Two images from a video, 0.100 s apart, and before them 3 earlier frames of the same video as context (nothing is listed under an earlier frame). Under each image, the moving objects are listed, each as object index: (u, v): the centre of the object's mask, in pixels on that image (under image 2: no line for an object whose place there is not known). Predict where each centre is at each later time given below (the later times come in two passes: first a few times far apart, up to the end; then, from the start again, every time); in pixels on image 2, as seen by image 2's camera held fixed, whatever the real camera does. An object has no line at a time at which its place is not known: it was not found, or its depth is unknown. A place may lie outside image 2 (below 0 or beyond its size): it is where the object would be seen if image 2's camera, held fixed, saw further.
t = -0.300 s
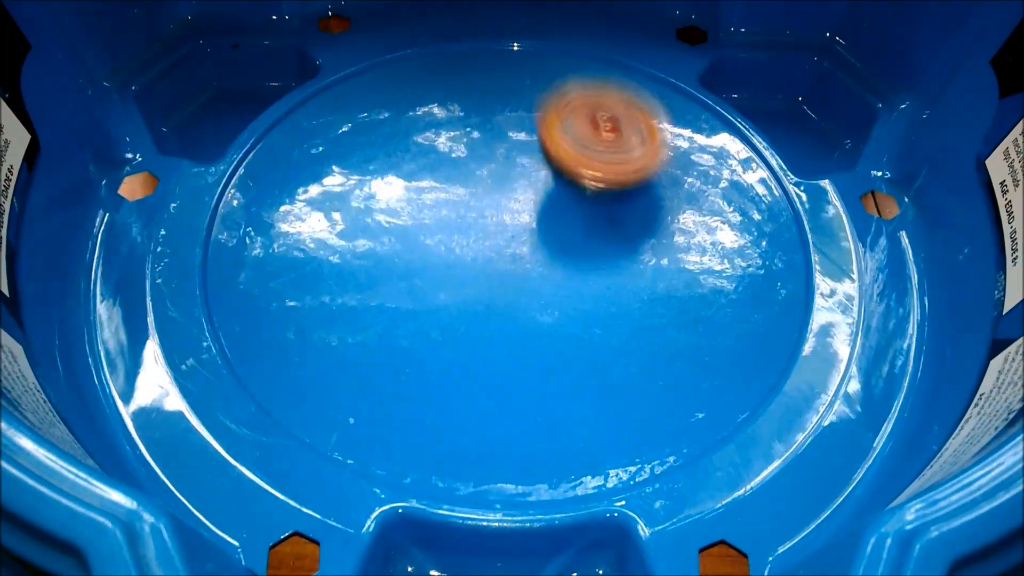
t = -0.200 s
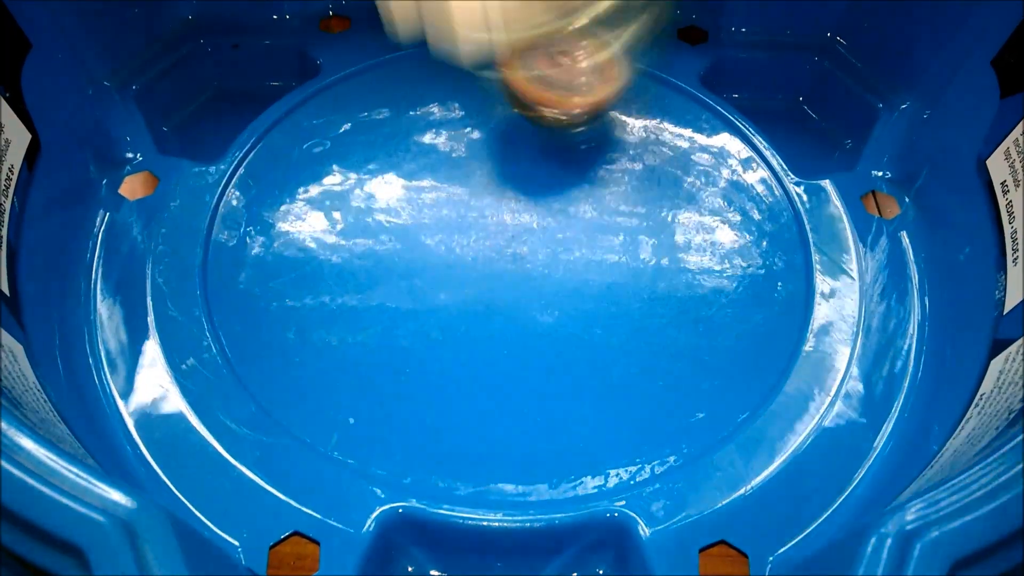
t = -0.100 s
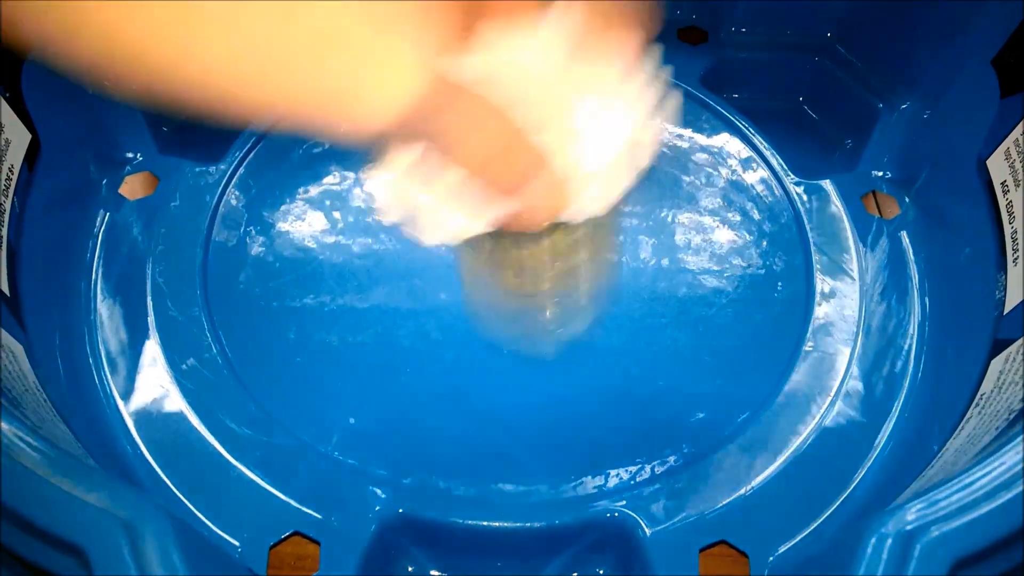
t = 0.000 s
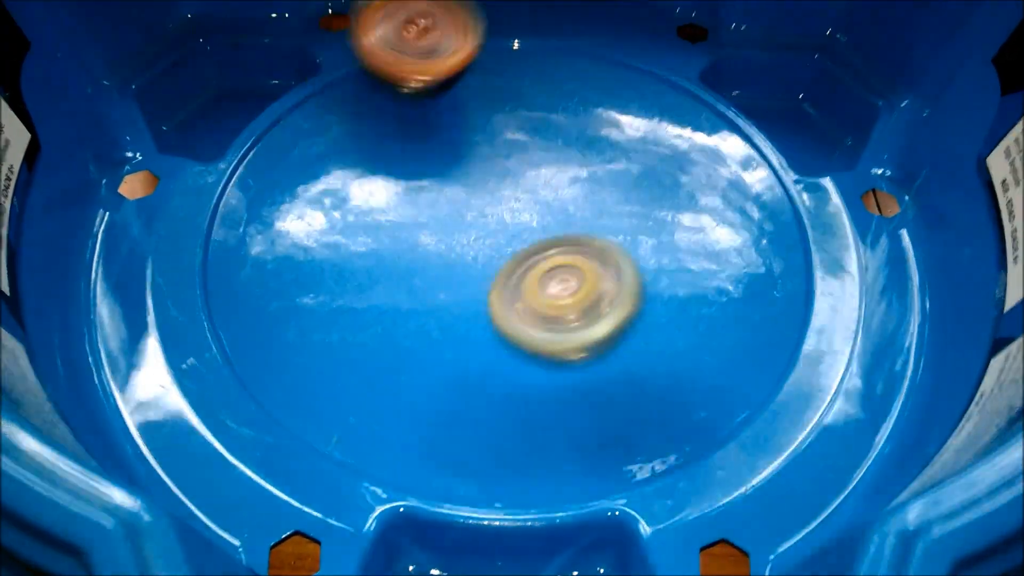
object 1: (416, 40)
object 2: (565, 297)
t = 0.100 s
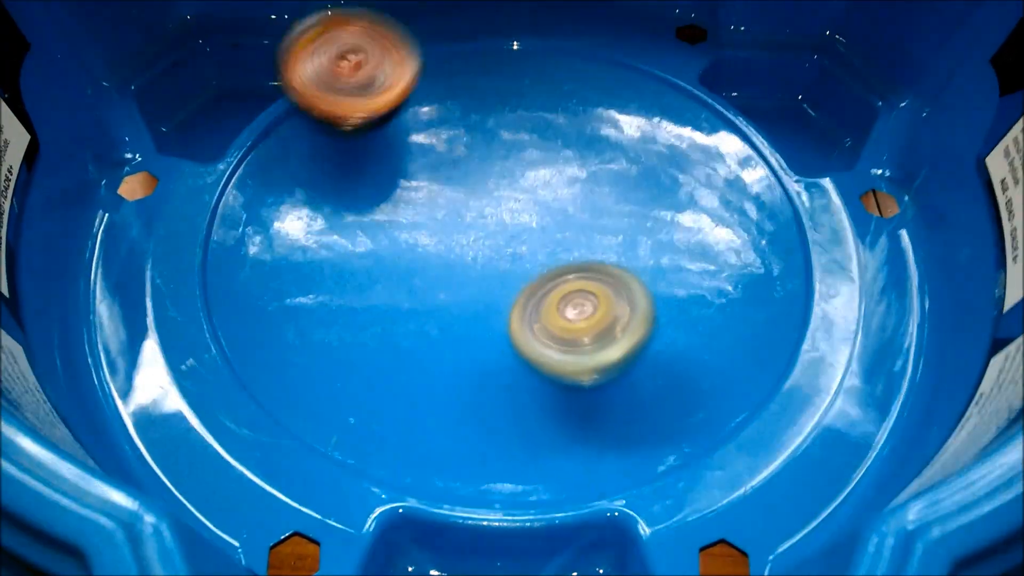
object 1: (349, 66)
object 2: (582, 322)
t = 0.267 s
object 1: (332, 191)
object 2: (591, 330)
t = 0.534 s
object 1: (513, 160)
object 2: (676, 408)
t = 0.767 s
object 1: (477, 39)
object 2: (601, 273)
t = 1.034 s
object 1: (347, 100)
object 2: (319, 324)
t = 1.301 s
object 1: (534, 252)
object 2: (439, 371)
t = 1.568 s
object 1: (718, 170)
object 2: (442, 270)
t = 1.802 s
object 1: (659, 78)
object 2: (212, 242)
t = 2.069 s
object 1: (480, 175)
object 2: (389, 309)
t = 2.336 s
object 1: (566, 199)
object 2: (343, 341)
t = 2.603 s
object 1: (589, 184)
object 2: (389, 204)
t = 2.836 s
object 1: (547, 205)
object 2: (299, 136)
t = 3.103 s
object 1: (549, 270)
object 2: (348, 279)
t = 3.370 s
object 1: (690, 244)
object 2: (521, 146)
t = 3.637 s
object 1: (583, 170)
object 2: (357, 42)
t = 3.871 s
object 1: (472, 221)
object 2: (314, 296)
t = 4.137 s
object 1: (537, 261)
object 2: (684, 364)
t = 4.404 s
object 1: (546, 202)
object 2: (729, 101)
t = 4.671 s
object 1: (467, 192)
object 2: (394, 82)
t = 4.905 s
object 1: (452, 242)
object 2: (255, 323)
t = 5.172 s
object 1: (522, 264)
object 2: (676, 402)
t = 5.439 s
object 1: (544, 203)
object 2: (664, 142)
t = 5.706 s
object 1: (442, 198)
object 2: (381, 54)
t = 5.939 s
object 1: (418, 263)
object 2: (211, 239)
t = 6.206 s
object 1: (528, 258)
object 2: (539, 406)
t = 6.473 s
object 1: (561, 162)
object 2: (730, 204)
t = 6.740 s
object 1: (452, 133)
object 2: (554, 41)
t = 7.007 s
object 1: (370, 251)
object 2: (324, 103)
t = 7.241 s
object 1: (443, 376)
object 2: (388, 262)
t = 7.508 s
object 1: (600, 397)
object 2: (599, 167)
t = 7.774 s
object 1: (628, 292)
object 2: (473, 66)
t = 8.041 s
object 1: (537, 189)
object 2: (425, 259)
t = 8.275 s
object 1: (467, 124)
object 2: (646, 341)
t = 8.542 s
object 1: (393, 111)
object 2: (676, 180)
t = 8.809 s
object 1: (304, 166)
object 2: (527, 184)
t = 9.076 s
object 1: (245, 250)
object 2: (598, 297)
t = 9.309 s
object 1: (363, 302)
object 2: (596, 232)
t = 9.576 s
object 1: (498, 299)
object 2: (462, 183)
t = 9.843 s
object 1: (604, 247)
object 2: (439, 238)
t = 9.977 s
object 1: (630, 205)
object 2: (481, 252)
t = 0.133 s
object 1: (332, 84)
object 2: (586, 322)
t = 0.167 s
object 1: (321, 107)
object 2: (589, 321)
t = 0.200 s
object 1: (317, 133)
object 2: (591, 322)
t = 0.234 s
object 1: (320, 162)
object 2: (592, 324)
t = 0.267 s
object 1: (332, 191)
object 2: (591, 330)
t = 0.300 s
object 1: (353, 217)
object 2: (590, 337)
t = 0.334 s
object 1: (384, 244)
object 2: (588, 345)
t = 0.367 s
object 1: (417, 261)
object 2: (587, 355)
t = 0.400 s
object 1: (454, 273)
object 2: (587, 365)
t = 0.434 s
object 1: (482, 263)
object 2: (617, 409)
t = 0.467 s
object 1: (493, 226)
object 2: (651, 418)
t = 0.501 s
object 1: (504, 192)
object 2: (666, 404)
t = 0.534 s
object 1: (513, 160)
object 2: (676, 408)
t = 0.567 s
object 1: (518, 132)
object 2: (679, 397)
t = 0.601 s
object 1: (520, 109)
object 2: (675, 377)
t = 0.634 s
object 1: (518, 89)
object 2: (668, 350)
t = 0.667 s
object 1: (512, 71)
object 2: (657, 326)
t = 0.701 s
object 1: (503, 56)
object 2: (643, 305)
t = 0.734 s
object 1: (491, 46)
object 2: (625, 287)
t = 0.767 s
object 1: (477, 39)
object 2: (601, 273)
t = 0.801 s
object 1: (460, 35)
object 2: (574, 264)
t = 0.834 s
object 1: (442, 34)
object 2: (544, 258)
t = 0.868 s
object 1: (421, 35)
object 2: (510, 258)
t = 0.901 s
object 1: (400, 39)
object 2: (473, 263)
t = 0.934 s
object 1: (380, 46)
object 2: (435, 271)
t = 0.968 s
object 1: (363, 58)
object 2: (394, 285)
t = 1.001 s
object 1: (351, 77)
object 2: (355, 303)
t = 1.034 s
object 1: (347, 100)
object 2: (319, 324)
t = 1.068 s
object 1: (351, 126)
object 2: (285, 350)
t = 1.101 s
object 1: (361, 151)
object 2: (271, 369)
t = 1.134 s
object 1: (378, 178)
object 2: (290, 371)
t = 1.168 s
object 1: (403, 200)
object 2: (319, 382)
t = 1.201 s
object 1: (435, 220)
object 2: (349, 383)
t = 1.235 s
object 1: (467, 236)
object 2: (382, 382)
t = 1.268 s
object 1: (500, 247)
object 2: (412, 377)
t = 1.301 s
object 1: (534, 252)
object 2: (439, 371)
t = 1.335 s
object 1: (567, 253)
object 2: (461, 364)
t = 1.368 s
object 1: (598, 250)
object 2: (478, 354)
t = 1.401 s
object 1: (624, 243)
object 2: (488, 342)
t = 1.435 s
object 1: (650, 232)
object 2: (492, 329)
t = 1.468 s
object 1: (672, 221)
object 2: (488, 314)
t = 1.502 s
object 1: (691, 206)
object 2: (479, 299)
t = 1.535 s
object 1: (704, 192)
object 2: (464, 285)
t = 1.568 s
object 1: (718, 170)
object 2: (442, 270)
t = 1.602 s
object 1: (724, 152)
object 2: (418, 258)
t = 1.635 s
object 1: (724, 136)
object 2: (390, 247)
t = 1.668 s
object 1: (721, 121)
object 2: (356, 240)
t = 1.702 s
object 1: (712, 106)
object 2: (319, 233)
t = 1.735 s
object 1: (699, 95)
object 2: (284, 232)
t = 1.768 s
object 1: (681, 85)
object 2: (243, 235)
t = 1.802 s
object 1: (659, 78)
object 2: (212, 242)
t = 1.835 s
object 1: (633, 76)
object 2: (212, 249)
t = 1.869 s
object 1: (607, 77)
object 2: (236, 269)
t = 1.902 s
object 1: (581, 83)
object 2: (259, 279)
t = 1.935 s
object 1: (556, 94)
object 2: (286, 294)
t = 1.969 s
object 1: (532, 110)
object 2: (313, 306)
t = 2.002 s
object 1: (512, 130)
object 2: (340, 312)
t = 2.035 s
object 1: (494, 153)
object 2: (365, 314)
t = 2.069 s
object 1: (480, 175)
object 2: (389, 309)
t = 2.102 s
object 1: (472, 198)
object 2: (403, 305)
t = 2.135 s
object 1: (487, 196)
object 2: (383, 322)
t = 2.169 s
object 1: (505, 195)
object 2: (363, 333)
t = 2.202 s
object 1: (519, 197)
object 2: (344, 338)
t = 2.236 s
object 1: (533, 199)
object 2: (332, 340)
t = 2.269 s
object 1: (545, 201)
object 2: (329, 343)
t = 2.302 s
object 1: (556, 201)
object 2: (332, 343)
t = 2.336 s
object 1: (566, 199)
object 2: (343, 341)
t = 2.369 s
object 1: (575, 198)
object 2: (356, 334)
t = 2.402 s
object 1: (583, 196)
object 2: (370, 321)
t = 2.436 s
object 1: (589, 191)
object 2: (380, 304)
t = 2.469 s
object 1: (593, 190)
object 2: (389, 285)
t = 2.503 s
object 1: (594, 188)
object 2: (394, 265)
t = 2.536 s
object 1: (594, 187)
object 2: (395, 244)
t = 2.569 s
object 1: (592, 185)
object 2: (394, 223)
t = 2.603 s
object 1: (589, 184)
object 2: (389, 204)
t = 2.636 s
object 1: (582, 182)
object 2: (380, 187)
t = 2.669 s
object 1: (576, 182)
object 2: (369, 171)
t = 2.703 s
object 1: (567, 185)
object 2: (358, 159)
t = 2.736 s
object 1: (561, 190)
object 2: (344, 148)
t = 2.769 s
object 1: (556, 193)
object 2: (330, 140)
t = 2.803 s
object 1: (550, 200)
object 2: (314, 137)
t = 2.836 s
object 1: (547, 205)
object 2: (299, 136)
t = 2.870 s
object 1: (541, 212)
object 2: (284, 139)
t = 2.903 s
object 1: (538, 221)
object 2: (272, 148)
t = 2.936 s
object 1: (536, 231)
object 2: (261, 162)
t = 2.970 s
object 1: (536, 240)
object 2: (255, 182)
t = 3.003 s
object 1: (537, 249)
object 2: (259, 208)
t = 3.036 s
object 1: (540, 258)
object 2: (280, 239)
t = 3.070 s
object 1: (544, 264)
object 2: (307, 260)
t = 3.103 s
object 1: (549, 270)
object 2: (348, 279)
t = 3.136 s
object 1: (555, 275)
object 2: (392, 288)
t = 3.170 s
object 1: (583, 280)
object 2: (417, 284)
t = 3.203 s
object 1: (612, 282)
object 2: (438, 273)
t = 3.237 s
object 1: (634, 280)
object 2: (463, 256)
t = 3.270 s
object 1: (652, 274)
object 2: (487, 233)
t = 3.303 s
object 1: (668, 266)
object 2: (506, 205)
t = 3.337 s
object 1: (680, 256)
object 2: (518, 177)
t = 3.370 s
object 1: (690, 244)
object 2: (521, 146)
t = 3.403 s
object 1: (692, 231)
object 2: (517, 117)
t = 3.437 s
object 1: (687, 219)
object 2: (507, 94)
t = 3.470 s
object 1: (680, 206)
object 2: (492, 71)
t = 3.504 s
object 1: (667, 194)
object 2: (471, 52)
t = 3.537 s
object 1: (648, 186)
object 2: (446, 39)
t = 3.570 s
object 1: (628, 179)
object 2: (418, 32)
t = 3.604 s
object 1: (607, 173)
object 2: (387, 32)
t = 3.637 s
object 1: (583, 170)
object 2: (357, 42)
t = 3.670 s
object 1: (560, 171)
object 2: (328, 61)
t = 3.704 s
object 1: (537, 175)
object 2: (302, 89)
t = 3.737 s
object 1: (517, 182)
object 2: (286, 128)
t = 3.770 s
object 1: (495, 193)
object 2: (282, 169)
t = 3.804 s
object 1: (477, 202)
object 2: (294, 211)
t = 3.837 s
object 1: (464, 212)
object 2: (312, 256)
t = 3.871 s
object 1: (472, 221)
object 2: (314, 296)
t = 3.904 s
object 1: (477, 234)
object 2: (328, 327)
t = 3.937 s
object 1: (484, 242)
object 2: (361, 355)
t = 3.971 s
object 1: (490, 250)
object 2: (403, 373)
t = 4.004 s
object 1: (497, 257)
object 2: (457, 384)
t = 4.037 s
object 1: (506, 263)
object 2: (511, 388)
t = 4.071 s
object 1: (516, 265)
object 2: (570, 386)
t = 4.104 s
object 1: (527, 264)
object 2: (628, 380)
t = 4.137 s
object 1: (537, 261)
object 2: (684, 364)
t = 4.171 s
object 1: (545, 256)
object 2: (724, 341)
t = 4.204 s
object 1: (552, 250)
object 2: (759, 312)
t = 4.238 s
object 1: (557, 242)
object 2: (785, 276)
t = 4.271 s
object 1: (559, 235)
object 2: (797, 237)
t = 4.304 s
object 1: (559, 226)
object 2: (796, 198)
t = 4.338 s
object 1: (557, 217)
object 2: (783, 162)
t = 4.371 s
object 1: (552, 210)
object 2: (760, 129)
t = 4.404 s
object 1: (546, 202)
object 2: (729, 101)
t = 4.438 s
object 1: (538, 197)
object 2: (694, 81)
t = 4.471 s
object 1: (532, 191)
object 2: (654, 64)
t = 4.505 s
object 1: (522, 188)
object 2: (609, 54)
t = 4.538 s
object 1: (511, 185)
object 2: (565, 48)
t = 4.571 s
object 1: (499, 185)
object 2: (521, 49)
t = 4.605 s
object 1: (488, 186)
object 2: (477, 55)
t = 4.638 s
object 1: (477, 188)
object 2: (434, 66)
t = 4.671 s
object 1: (467, 192)
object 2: (394, 82)
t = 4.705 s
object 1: (460, 197)
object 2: (357, 103)
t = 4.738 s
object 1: (455, 205)
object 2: (324, 128)
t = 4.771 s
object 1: (450, 212)
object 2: (293, 160)
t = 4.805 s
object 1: (447, 219)
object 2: (269, 196)
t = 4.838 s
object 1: (447, 227)
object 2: (252, 238)
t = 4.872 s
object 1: (449, 235)
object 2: (246, 280)
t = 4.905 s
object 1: (452, 242)
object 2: (255, 323)
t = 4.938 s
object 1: (456, 248)
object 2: (278, 363)
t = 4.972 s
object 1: (463, 255)
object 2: (317, 402)
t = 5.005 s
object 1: (470, 259)
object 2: (376, 428)
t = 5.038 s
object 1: (479, 263)
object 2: (443, 441)
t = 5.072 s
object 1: (490, 266)
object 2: (508, 445)
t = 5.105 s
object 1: (500, 267)
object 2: (571, 441)
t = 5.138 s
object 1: (512, 266)
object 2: (628, 426)
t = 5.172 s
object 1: (522, 264)
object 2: (676, 402)
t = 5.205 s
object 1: (531, 259)
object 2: (714, 372)
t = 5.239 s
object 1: (539, 252)
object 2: (737, 339)
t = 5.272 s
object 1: (545, 245)
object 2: (749, 302)
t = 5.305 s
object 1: (548, 237)
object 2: (749, 265)
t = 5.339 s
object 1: (550, 229)
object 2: (739, 230)
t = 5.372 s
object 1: (550, 220)
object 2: (721, 197)
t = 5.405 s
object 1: (547, 211)
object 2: (695, 168)
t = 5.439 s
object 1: (544, 203)
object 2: (664, 142)
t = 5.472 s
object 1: (539, 191)
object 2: (632, 119)
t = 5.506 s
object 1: (528, 187)
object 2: (601, 99)
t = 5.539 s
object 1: (513, 184)
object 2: (569, 82)
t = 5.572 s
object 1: (497, 185)
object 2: (535, 68)
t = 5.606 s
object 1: (482, 186)
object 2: (498, 58)
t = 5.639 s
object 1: (467, 189)
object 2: (460, 53)
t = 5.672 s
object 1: (454, 193)
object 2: (421, 51)
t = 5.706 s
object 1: (442, 198)
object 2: (381, 54)
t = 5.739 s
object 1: (431, 205)
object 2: (342, 63)
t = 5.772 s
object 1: (422, 213)
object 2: (304, 77)
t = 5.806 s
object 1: (416, 223)
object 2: (271, 98)
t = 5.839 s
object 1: (413, 234)
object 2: (242, 124)
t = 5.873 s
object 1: (413, 246)
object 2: (222, 156)
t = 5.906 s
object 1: (414, 256)
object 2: (210, 195)
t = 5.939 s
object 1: (418, 263)
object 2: (211, 239)
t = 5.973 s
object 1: (423, 269)
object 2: (224, 280)
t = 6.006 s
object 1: (430, 274)
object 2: (254, 319)
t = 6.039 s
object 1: (440, 277)
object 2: (296, 352)
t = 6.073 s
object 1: (454, 279)
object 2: (334, 376)
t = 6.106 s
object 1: (475, 278)
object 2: (381, 397)
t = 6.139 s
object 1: (495, 273)
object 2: (433, 406)
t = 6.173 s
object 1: (513, 267)
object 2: (485, 411)
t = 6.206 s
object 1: (528, 258)
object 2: (539, 406)
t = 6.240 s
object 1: (540, 249)
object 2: (590, 395)
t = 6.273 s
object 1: (552, 236)
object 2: (634, 378)
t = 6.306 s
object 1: (559, 224)
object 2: (672, 354)
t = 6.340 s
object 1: (564, 213)
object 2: (701, 327)
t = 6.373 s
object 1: (567, 200)
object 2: (720, 296)
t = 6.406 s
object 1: (568, 187)
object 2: (732, 265)
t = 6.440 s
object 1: (566, 175)
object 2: (734, 234)
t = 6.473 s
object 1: (561, 162)
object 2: (730, 204)
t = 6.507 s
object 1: (555, 152)
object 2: (717, 173)
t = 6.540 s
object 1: (548, 143)
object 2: (699, 145)
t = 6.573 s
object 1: (539, 136)
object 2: (676, 121)
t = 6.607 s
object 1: (524, 132)
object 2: (656, 99)
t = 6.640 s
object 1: (505, 128)
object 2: (638, 80)
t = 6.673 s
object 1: (486, 127)
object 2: (614, 64)
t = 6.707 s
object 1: (468, 129)
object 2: (585, 51)
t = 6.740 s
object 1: (452, 133)
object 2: (554, 41)
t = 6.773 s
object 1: (436, 138)
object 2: (518, 37)
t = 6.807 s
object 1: (423, 145)
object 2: (485, 38)
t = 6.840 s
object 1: (410, 153)
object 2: (449, 43)
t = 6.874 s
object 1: (398, 162)
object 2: (416, 54)
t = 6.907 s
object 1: (388, 177)
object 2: (387, 68)
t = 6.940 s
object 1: (378, 204)
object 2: (365, 75)
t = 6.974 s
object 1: (373, 230)
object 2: (343, 85)
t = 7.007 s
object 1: (370, 251)
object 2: (324, 103)
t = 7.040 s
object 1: (373, 270)
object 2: (308, 127)
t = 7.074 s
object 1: (376, 287)
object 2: (301, 156)
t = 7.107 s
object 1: (382, 302)
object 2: (302, 188)
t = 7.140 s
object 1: (393, 322)
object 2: (313, 216)
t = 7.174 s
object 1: (409, 343)
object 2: (330, 237)
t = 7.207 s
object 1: (427, 362)
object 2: (352, 250)
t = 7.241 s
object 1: (443, 376)
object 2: (388, 262)
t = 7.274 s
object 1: (461, 388)
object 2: (424, 268)
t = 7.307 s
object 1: (480, 396)
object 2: (461, 266)
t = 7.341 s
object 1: (501, 401)
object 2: (496, 260)
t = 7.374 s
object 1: (522, 405)
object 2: (526, 248)
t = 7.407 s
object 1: (542, 407)
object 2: (554, 233)
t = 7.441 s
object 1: (562, 406)
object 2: (575, 213)
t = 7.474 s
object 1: (582, 402)
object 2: (591, 190)
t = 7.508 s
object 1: (600, 397)
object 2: (599, 167)
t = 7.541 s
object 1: (618, 389)
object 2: (601, 144)
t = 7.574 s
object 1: (632, 378)
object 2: (596, 121)
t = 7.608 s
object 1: (641, 364)
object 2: (586, 102)
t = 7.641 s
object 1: (646, 352)
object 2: (571, 83)
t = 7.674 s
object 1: (647, 338)
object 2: (552, 69)
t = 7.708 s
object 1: (643, 323)
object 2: (527, 63)
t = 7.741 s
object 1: (637, 307)
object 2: (501, 60)
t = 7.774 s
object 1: (628, 292)
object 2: (473, 66)
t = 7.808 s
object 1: (618, 278)
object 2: (448, 75)
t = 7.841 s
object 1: (608, 264)
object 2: (427, 93)
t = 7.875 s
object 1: (595, 250)
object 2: (410, 115)
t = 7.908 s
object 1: (582, 237)
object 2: (400, 144)
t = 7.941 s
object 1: (569, 225)
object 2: (395, 171)
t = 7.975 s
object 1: (556, 213)
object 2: (401, 203)
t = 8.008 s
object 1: (544, 202)
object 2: (412, 233)
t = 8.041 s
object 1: (537, 189)
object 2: (425, 259)
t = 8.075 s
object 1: (529, 177)
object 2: (444, 283)
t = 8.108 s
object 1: (520, 166)
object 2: (467, 302)
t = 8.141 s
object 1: (509, 158)
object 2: (498, 322)
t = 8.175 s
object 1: (498, 148)
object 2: (532, 336)
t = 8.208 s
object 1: (488, 140)
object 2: (570, 344)
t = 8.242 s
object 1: (477, 132)
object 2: (609, 346)
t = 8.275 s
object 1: (467, 124)
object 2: (646, 341)
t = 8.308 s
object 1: (456, 118)
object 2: (680, 330)
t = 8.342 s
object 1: (446, 112)
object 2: (705, 314)
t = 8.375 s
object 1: (436, 109)
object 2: (724, 291)
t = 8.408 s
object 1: (426, 106)
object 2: (733, 266)
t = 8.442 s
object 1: (416, 104)
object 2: (732, 244)
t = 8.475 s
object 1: (406, 105)
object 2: (720, 221)
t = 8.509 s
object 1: (399, 107)
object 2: (702, 199)
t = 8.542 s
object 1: (393, 111)
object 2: (676, 180)
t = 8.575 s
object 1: (390, 117)
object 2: (643, 167)
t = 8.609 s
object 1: (388, 124)
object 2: (610, 157)
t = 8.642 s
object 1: (389, 133)
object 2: (576, 150)
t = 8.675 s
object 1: (391, 143)
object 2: (544, 147)
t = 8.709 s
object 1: (385, 150)
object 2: (525, 150)
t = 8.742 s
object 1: (350, 155)
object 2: (532, 158)
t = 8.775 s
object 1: (323, 160)
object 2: (533, 169)
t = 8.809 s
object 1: (304, 166)
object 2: (527, 184)
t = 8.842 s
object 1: (288, 173)
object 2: (520, 202)
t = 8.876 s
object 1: (275, 181)
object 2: (518, 221)
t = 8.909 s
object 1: (263, 190)
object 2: (521, 240)
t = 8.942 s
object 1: (253, 199)
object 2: (528, 258)
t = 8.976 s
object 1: (247, 208)
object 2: (541, 274)
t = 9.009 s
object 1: (243, 220)
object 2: (558, 286)
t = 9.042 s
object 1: (242, 232)
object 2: (578, 293)
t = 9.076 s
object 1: (245, 250)
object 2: (598, 297)
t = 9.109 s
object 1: (253, 265)
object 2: (617, 294)
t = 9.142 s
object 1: (265, 276)
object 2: (631, 287)
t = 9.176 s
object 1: (281, 285)
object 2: (636, 277)
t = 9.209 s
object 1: (299, 293)
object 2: (636, 266)
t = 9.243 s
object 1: (319, 298)
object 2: (629, 255)
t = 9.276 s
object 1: (341, 300)
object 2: (618, 244)
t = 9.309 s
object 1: (363, 302)
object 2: (596, 232)
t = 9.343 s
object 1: (385, 303)
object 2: (574, 224)
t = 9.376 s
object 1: (408, 301)
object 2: (548, 220)
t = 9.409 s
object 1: (427, 300)
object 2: (523, 217)
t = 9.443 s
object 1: (436, 302)
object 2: (513, 207)
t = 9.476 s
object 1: (449, 301)
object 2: (503, 196)
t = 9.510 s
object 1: (466, 301)
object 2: (489, 188)
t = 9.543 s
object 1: (483, 300)
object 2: (475, 183)
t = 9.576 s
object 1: (498, 299)
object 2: (462, 183)
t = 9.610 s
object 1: (514, 297)
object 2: (450, 187)
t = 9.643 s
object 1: (531, 293)
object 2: (441, 192)
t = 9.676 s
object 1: (547, 289)
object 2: (433, 198)
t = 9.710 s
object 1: (561, 282)
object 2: (427, 205)
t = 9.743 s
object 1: (574, 275)
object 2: (424, 214)
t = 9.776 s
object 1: (586, 267)
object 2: (425, 223)
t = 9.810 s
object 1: (596, 257)
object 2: (430, 231)
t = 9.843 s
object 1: (604, 247)
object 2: (439, 238)
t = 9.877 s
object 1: (610, 238)
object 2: (451, 244)
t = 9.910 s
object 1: (615, 227)
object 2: (464, 248)
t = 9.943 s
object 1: (619, 217)
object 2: (479, 250)
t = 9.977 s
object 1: (630, 205)
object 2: (481, 252)
